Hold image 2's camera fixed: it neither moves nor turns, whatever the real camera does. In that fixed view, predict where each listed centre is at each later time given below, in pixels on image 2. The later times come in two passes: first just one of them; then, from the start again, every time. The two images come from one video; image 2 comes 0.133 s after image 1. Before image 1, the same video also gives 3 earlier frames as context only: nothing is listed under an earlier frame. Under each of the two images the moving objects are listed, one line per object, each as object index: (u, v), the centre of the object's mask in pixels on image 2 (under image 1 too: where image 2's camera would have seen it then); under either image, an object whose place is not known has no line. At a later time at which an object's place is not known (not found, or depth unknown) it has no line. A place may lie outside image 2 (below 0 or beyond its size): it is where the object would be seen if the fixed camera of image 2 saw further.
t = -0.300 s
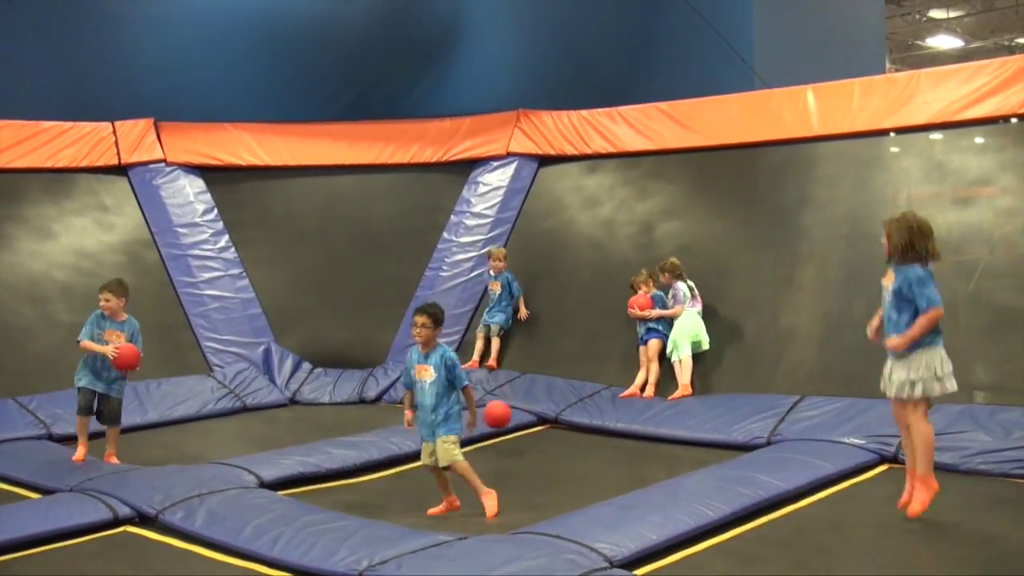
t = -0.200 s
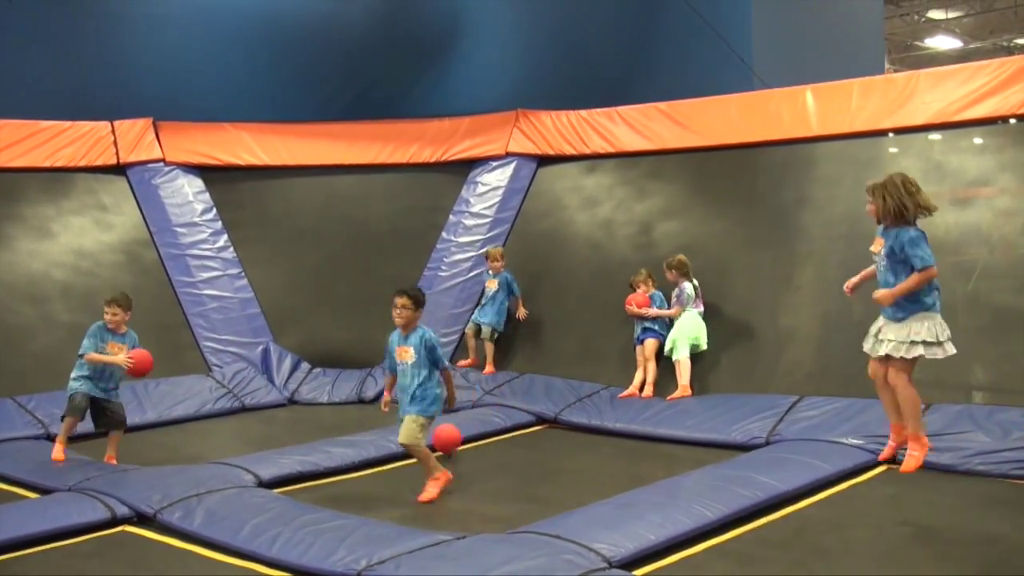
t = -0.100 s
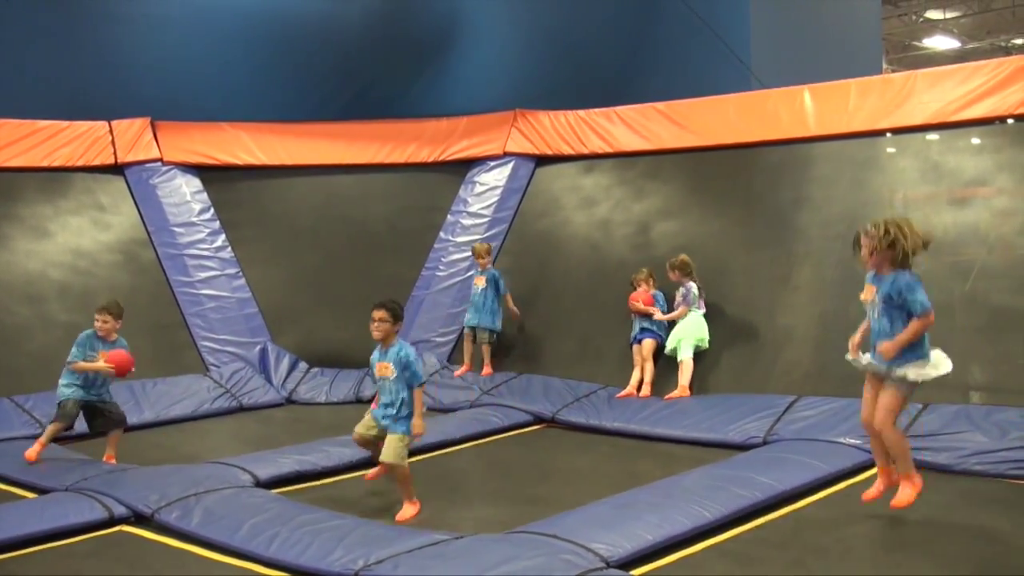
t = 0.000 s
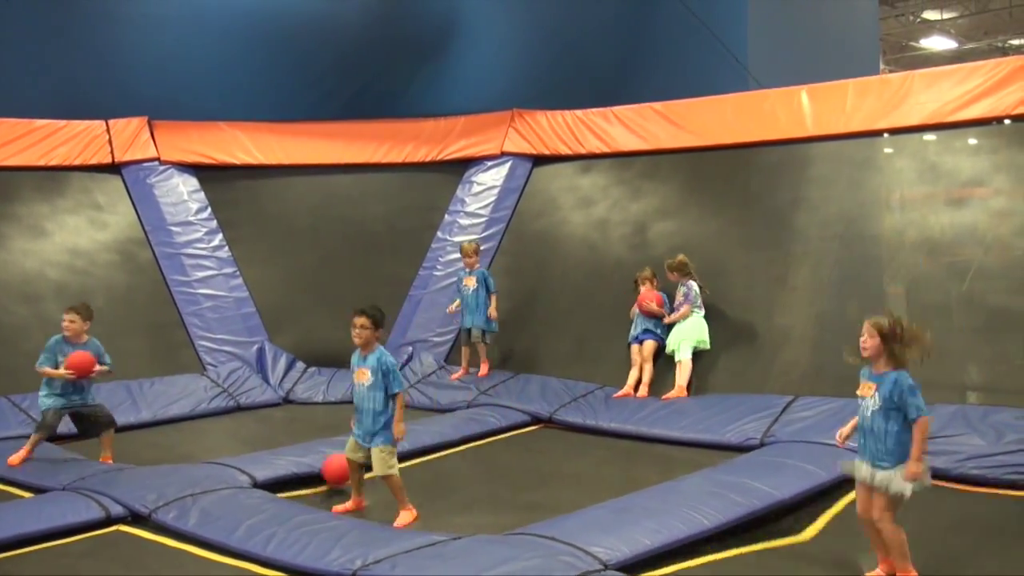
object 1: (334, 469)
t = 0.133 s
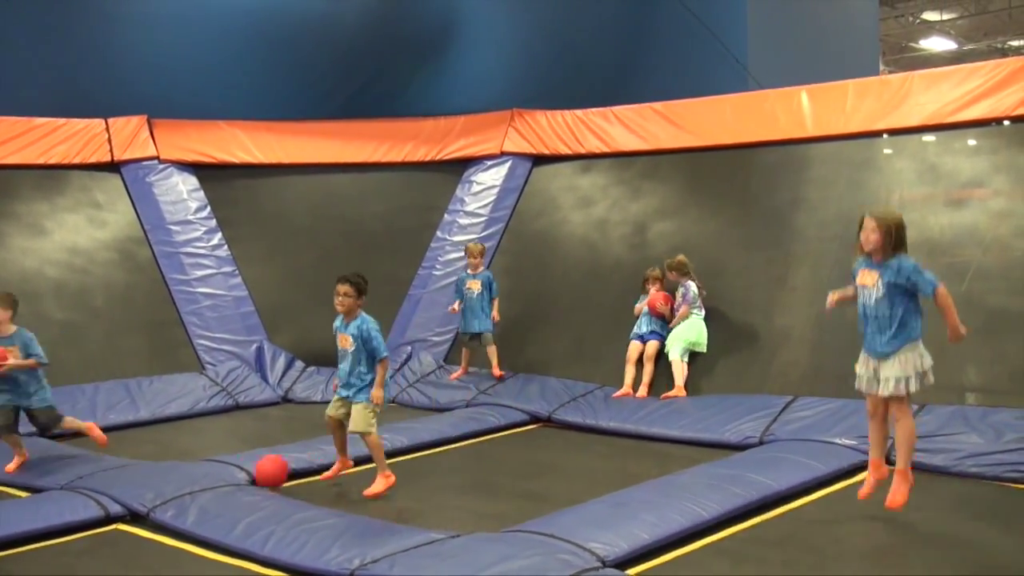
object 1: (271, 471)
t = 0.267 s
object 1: (218, 479)
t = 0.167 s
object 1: (256, 468)
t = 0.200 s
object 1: (244, 464)
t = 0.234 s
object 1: (231, 468)
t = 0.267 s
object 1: (218, 479)
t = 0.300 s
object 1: (204, 480)
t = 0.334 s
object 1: (190, 486)
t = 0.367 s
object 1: (176, 496)
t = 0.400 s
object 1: (160, 505)
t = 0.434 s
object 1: (143, 520)
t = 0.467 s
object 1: (125, 530)
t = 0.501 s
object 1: (107, 526)
